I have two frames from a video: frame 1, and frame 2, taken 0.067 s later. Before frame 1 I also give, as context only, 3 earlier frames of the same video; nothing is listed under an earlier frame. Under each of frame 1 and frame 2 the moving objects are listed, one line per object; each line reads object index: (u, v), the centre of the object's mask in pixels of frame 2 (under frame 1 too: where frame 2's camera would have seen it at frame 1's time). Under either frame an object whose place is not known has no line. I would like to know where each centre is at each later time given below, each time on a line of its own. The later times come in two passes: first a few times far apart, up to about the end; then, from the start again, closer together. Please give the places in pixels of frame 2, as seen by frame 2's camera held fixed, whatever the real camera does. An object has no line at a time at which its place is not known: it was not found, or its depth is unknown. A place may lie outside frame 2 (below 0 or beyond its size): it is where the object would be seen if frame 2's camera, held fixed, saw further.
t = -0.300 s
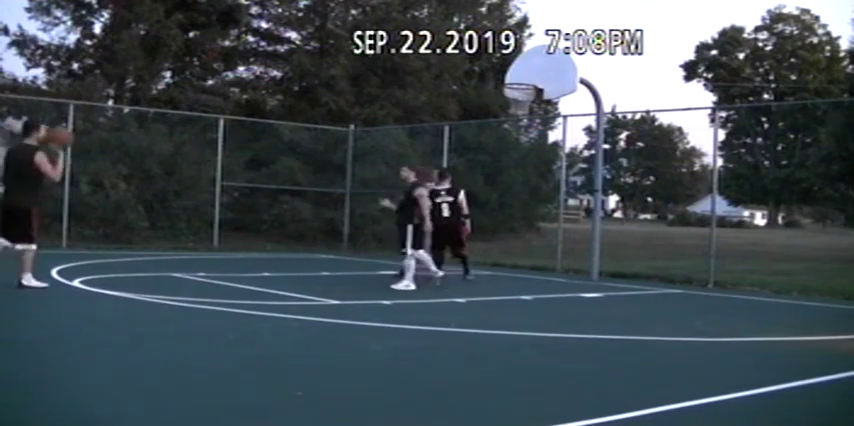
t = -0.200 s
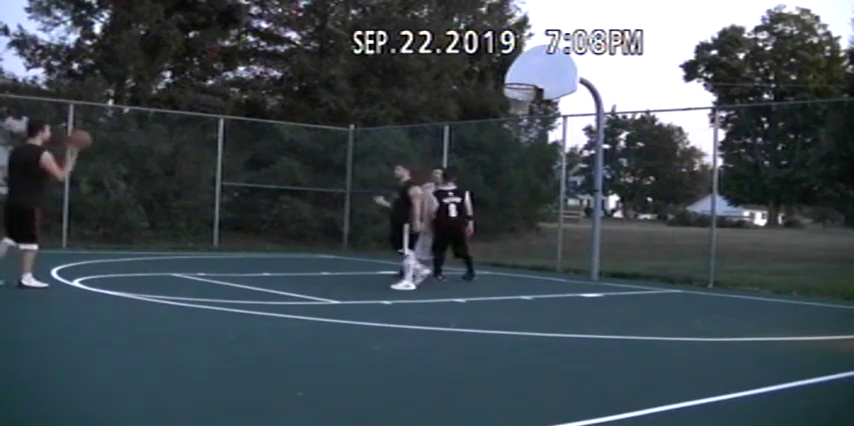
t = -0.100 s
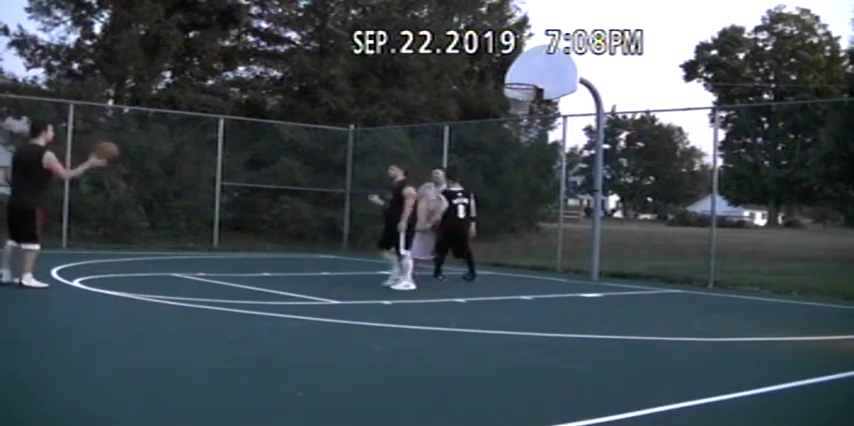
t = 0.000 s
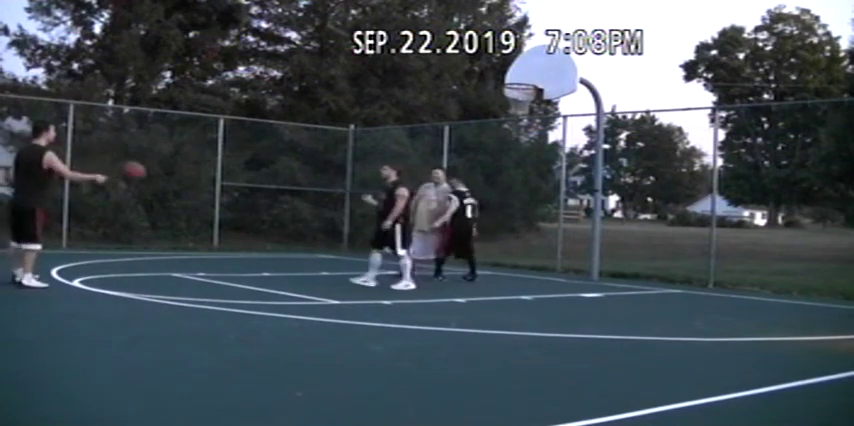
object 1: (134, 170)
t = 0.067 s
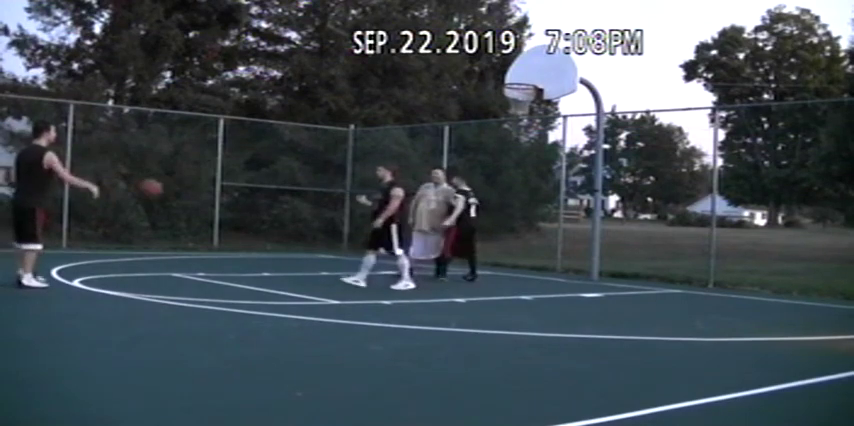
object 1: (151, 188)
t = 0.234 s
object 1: (190, 246)
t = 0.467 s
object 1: (235, 232)
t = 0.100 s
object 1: (159, 197)
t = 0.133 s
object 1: (169, 209)
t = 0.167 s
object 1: (175, 219)
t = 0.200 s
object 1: (183, 231)
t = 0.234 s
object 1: (190, 246)
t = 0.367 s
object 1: (215, 260)
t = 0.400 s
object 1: (220, 253)
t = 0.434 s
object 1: (230, 238)
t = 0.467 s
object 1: (235, 232)
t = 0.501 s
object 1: (242, 225)
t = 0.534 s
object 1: (246, 219)
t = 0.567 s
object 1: (253, 214)
